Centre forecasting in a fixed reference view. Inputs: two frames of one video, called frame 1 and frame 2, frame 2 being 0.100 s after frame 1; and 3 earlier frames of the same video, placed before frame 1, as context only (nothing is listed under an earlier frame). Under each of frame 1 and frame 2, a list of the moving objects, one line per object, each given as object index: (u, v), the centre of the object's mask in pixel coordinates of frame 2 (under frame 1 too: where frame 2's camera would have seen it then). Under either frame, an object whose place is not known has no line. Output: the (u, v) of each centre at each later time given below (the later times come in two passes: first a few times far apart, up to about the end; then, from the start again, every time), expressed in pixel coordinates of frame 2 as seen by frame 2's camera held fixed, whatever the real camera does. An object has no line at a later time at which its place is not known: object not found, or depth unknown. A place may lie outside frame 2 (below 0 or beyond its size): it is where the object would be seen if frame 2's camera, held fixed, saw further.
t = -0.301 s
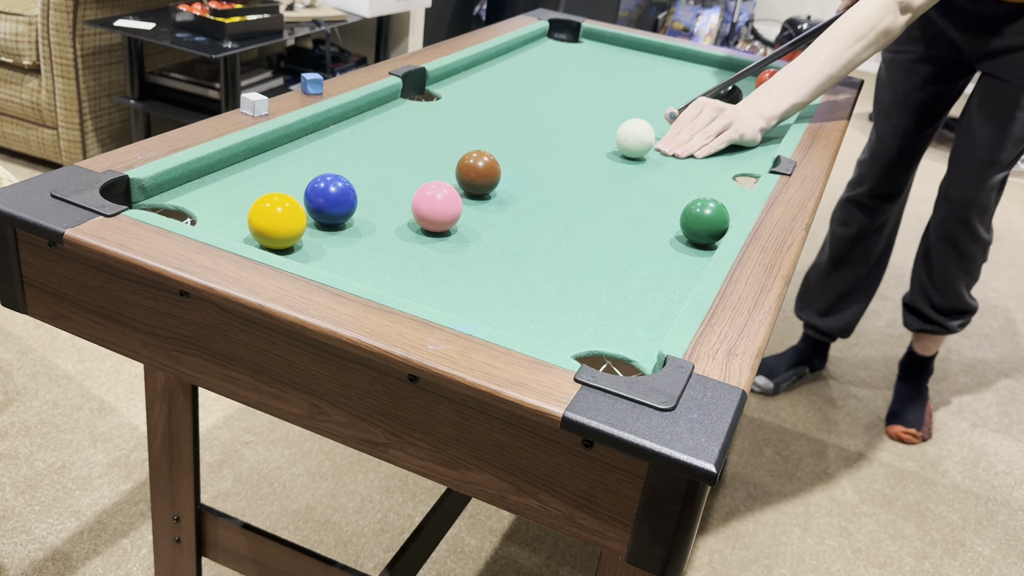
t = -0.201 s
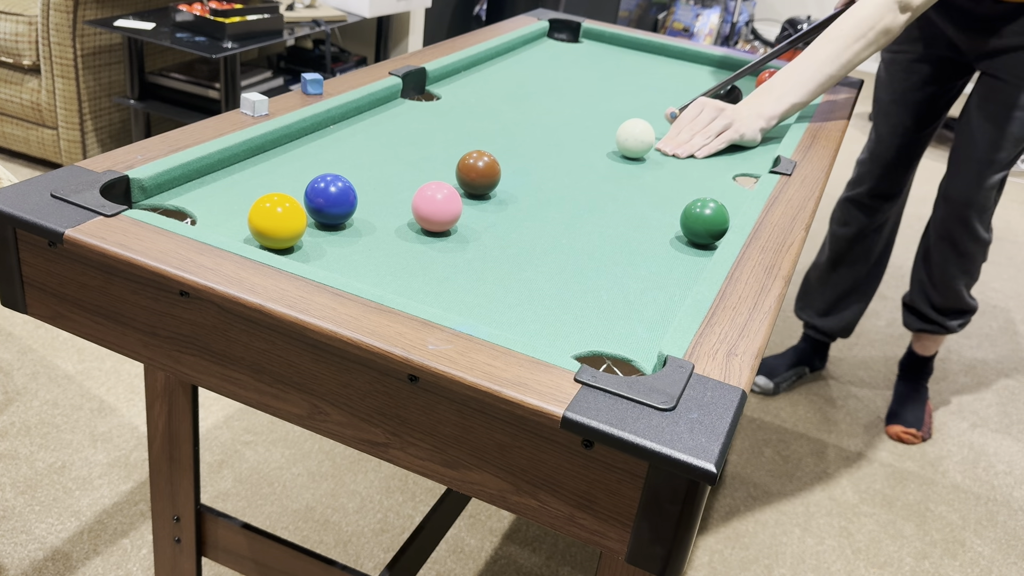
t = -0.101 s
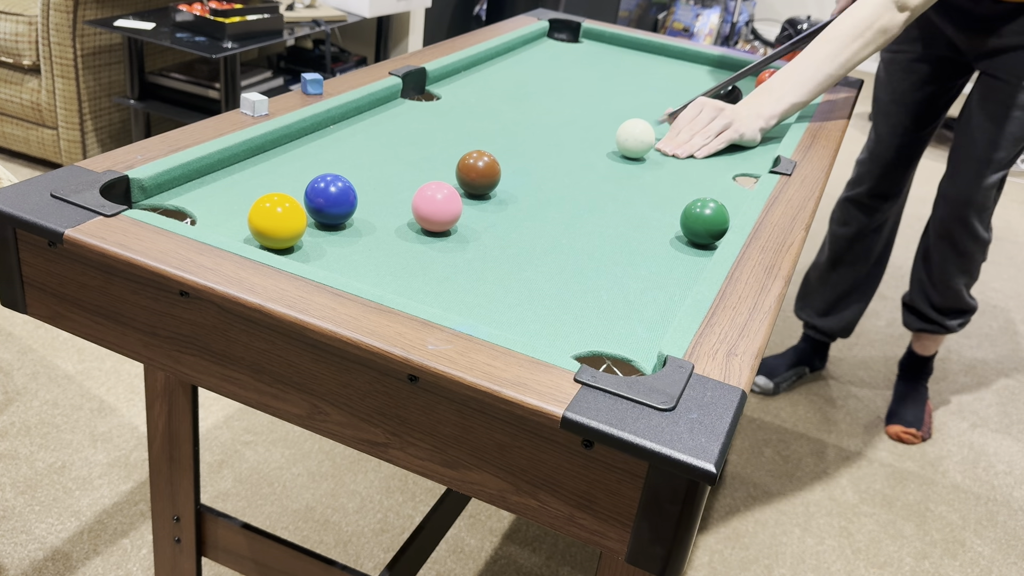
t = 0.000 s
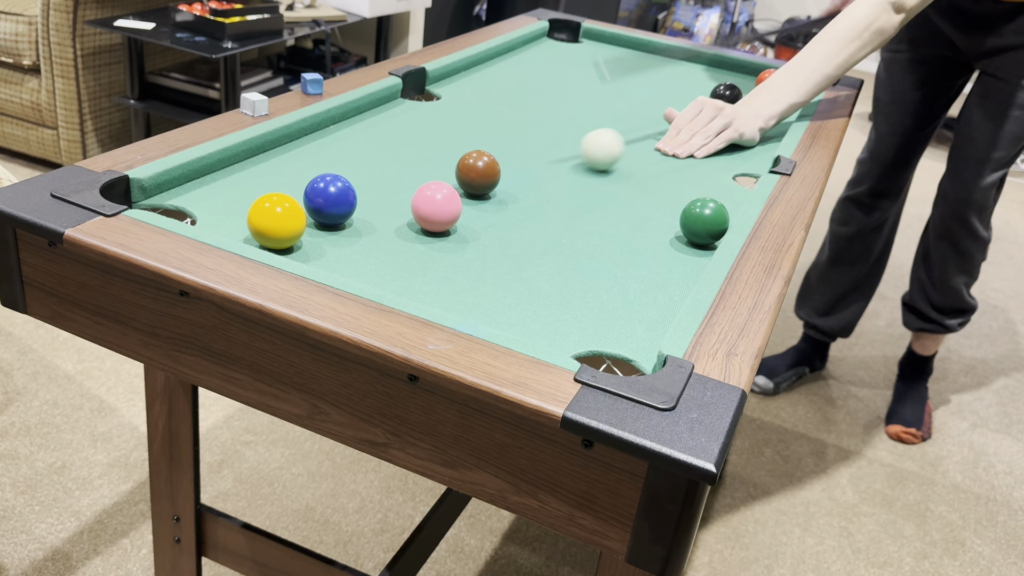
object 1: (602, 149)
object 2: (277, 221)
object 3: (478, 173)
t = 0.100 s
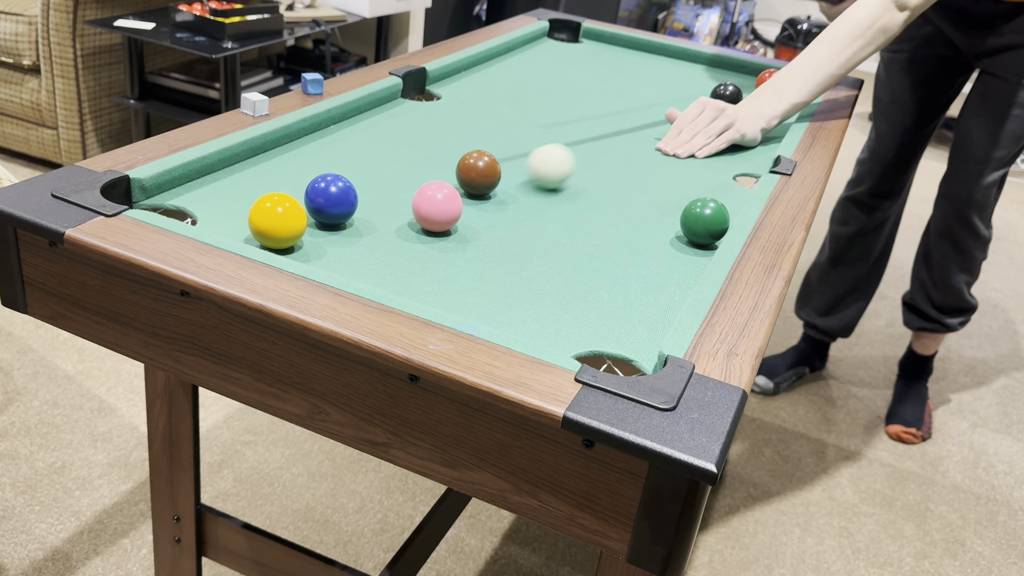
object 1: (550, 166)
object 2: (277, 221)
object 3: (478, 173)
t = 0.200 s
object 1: (526, 187)
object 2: (278, 221)
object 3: (446, 167)
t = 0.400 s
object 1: (508, 237)
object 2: (277, 221)
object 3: (350, 163)
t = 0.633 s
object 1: (486, 299)
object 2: (277, 221)
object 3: (237, 158)
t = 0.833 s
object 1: (537, 288)
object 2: (277, 221)
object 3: (232, 177)
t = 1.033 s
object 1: (578, 276)
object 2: (277, 221)
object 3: (232, 195)
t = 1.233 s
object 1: (614, 266)
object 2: (289, 226)
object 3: (228, 209)
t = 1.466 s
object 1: (651, 257)
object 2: (309, 235)
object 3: (221, 215)
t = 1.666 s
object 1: (679, 250)
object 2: (323, 240)
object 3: (234, 216)
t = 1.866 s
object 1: (686, 242)
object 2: (334, 244)
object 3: (243, 217)
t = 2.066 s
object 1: (684, 233)
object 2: (341, 246)
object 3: (250, 217)
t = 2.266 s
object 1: (680, 230)
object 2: (344, 246)
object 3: (254, 218)
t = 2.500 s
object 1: (679, 229)
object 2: (344, 246)
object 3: (255, 218)
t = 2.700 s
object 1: (679, 229)
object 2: (344, 246)
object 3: (254, 218)
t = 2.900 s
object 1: (679, 229)
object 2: (344, 246)
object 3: (254, 218)
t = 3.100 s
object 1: (679, 229)
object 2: (344, 246)
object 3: (254, 218)
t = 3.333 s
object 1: (679, 229)
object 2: (344, 246)
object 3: (254, 218)
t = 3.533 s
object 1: (679, 229)
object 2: (344, 246)
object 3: (255, 218)
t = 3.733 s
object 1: (679, 229)
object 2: (344, 246)
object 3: (254, 217)
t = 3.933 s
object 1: (679, 229)
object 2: (344, 246)
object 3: (254, 218)
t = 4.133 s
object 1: (679, 229)
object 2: (344, 246)
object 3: (254, 218)
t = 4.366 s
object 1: (679, 229)
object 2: (344, 246)
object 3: (254, 218)
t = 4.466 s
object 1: (679, 229)
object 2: (344, 246)
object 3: (254, 218)
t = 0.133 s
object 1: (532, 172)
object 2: (278, 221)
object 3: (478, 173)
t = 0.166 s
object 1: (525, 180)
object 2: (278, 221)
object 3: (466, 171)
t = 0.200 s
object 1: (526, 187)
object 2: (278, 221)
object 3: (446, 167)
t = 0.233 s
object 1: (524, 195)
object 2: (278, 221)
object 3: (428, 167)
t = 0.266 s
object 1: (521, 203)
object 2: (278, 221)
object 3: (413, 168)
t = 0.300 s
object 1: (518, 211)
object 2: (278, 221)
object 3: (397, 168)
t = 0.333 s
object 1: (514, 220)
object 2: (277, 221)
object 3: (381, 167)
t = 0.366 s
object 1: (511, 228)
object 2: (277, 221)
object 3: (365, 166)
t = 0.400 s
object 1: (508, 237)
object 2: (277, 221)
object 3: (350, 163)
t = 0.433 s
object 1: (504, 248)
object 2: (277, 221)
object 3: (333, 160)
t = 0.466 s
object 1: (500, 258)
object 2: (277, 221)
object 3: (315, 160)
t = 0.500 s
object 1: (496, 268)
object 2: (277, 221)
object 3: (300, 162)
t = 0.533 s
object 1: (491, 279)
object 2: (278, 221)
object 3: (284, 161)
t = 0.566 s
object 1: (487, 290)
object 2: (278, 221)
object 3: (268, 160)
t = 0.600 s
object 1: (484, 298)
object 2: (277, 221)
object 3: (252, 159)
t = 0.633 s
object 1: (486, 299)
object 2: (277, 221)
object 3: (237, 158)
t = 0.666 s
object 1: (495, 299)
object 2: (277, 221)
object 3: (232, 160)
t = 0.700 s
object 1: (504, 297)
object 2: (277, 221)
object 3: (233, 164)
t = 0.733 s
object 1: (512, 295)
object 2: (277, 221)
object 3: (233, 167)
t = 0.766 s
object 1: (521, 293)
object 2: (277, 221)
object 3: (232, 170)
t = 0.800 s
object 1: (529, 291)
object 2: (277, 221)
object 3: (232, 174)
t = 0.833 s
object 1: (537, 288)
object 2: (277, 221)
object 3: (232, 177)
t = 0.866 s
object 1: (544, 286)
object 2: (277, 221)
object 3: (232, 180)
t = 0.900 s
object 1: (551, 284)
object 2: (277, 221)
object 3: (232, 183)
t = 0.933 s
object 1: (558, 282)
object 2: (277, 221)
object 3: (232, 186)
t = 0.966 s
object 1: (565, 280)
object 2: (277, 221)
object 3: (232, 189)
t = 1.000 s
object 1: (572, 278)
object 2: (277, 221)
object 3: (232, 192)
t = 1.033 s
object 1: (578, 276)
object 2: (277, 221)
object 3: (232, 195)
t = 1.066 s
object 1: (585, 274)
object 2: (277, 221)
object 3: (232, 198)
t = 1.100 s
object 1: (591, 273)
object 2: (277, 221)
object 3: (232, 200)
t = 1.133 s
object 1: (597, 271)
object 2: (280, 222)
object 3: (231, 203)
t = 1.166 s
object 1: (603, 269)
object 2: (283, 223)
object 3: (231, 206)
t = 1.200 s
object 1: (608, 268)
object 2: (286, 225)
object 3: (229, 207)
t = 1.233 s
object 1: (614, 266)
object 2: (289, 226)
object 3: (228, 209)
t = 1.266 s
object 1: (620, 265)
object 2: (292, 227)
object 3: (226, 210)
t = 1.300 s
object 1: (625, 263)
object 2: (295, 229)
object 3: (225, 211)
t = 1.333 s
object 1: (630, 262)
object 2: (298, 230)
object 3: (224, 212)
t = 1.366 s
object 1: (636, 260)
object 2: (301, 231)
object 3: (223, 213)
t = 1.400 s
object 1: (641, 259)
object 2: (304, 232)
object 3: (221, 214)
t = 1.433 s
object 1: (646, 258)
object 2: (306, 233)
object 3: (220, 214)
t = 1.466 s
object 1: (651, 257)
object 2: (309, 235)
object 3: (221, 215)
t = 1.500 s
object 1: (656, 256)
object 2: (311, 236)
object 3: (224, 215)
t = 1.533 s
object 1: (661, 255)
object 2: (314, 237)
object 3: (226, 215)
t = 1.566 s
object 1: (665, 253)
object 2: (316, 238)
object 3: (228, 215)
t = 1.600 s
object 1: (670, 252)
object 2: (318, 238)
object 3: (230, 215)
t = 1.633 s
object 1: (675, 251)
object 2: (321, 239)
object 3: (232, 216)
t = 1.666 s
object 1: (679, 250)
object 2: (323, 240)
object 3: (234, 216)
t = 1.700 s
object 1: (684, 250)
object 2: (325, 241)
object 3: (236, 216)
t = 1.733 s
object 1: (688, 249)
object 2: (327, 242)
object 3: (237, 216)
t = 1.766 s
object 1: (688, 247)
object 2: (329, 242)
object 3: (239, 216)
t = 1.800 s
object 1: (687, 245)
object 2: (330, 243)
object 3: (240, 216)
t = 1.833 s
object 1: (687, 243)
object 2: (332, 244)
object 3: (242, 217)
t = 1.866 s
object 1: (686, 242)
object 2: (334, 244)
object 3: (243, 217)
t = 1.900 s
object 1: (685, 240)
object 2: (335, 244)
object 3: (244, 217)
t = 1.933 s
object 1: (685, 238)
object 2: (337, 245)
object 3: (246, 217)
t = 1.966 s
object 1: (685, 237)
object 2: (338, 245)
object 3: (247, 217)
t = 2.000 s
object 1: (684, 236)
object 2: (339, 246)
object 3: (248, 217)
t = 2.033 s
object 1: (684, 234)
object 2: (341, 246)
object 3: (249, 217)
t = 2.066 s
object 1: (684, 233)
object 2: (341, 246)
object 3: (250, 217)
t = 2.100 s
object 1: (683, 233)
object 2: (342, 246)
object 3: (251, 217)
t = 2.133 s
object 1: (682, 232)
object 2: (343, 246)
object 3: (252, 217)
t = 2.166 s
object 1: (681, 232)
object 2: (343, 246)
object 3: (253, 217)
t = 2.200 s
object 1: (681, 231)
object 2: (343, 246)
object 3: (253, 217)
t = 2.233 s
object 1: (680, 231)
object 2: (344, 246)
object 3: (254, 218)
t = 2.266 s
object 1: (680, 230)
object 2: (344, 246)
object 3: (254, 218)
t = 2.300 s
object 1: (679, 230)
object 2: (344, 246)
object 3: (255, 217)
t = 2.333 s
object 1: (679, 230)
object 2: (344, 246)
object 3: (255, 217)
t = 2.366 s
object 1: (679, 229)
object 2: (344, 246)
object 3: (255, 218)
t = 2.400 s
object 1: (679, 229)
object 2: (344, 246)
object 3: (255, 217)
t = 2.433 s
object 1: (679, 229)
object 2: (344, 246)
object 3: (255, 217)
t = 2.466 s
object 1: (679, 229)
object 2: (344, 246)
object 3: (255, 218)
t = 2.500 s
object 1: (679, 229)
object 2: (344, 246)
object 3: (255, 218)
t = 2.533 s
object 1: (679, 229)
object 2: (344, 246)
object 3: (255, 217)
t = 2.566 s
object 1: (679, 229)
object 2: (344, 246)
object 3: (255, 217)
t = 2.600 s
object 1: (679, 229)
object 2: (344, 246)
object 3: (255, 218)
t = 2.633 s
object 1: (679, 229)
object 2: (344, 246)
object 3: (254, 217)
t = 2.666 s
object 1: (679, 229)
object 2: (344, 246)
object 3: (254, 217)
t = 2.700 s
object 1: (679, 229)
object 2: (344, 246)
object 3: (254, 218)
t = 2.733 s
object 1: (679, 229)
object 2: (344, 246)
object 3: (254, 218)
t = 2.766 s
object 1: (679, 229)
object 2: (344, 246)
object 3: (254, 218)
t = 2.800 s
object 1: (679, 229)
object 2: (344, 246)
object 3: (254, 218)
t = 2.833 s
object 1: (679, 229)
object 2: (344, 246)
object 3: (254, 218)
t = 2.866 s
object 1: (679, 229)
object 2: (344, 246)
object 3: (255, 218)
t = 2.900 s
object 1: (679, 229)
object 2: (344, 246)
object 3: (254, 218)
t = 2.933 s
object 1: (679, 229)
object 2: (344, 246)
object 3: (254, 218)
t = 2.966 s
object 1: (679, 229)
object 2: (344, 246)
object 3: (254, 217)
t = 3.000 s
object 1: (679, 229)
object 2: (344, 246)
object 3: (254, 218)
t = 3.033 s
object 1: (679, 229)
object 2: (344, 246)
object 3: (254, 218)
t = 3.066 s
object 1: (679, 229)
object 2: (344, 246)
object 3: (254, 218)
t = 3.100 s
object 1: (679, 229)
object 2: (344, 246)
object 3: (254, 218)
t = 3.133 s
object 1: (679, 229)
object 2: (344, 246)
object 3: (254, 218)
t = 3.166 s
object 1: (679, 229)
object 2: (344, 246)
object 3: (254, 218)
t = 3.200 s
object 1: (679, 229)
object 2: (344, 246)
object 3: (254, 218)
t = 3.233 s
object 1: (679, 229)
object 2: (344, 246)
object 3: (254, 218)
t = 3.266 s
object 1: (679, 229)
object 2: (344, 246)
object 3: (254, 217)
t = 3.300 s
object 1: (679, 229)
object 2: (344, 246)
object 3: (254, 218)
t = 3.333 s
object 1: (679, 229)
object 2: (344, 246)
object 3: (254, 218)
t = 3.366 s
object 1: (679, 229)
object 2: (344, 246)
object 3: (254, 218)
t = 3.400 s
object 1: (679, 229)
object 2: (344, 246)
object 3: (254, 218)
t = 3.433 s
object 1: (679, 229)
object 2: (344, 246)
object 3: (255, 218)
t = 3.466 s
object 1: (679, 229)
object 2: (344, 246)
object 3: (255, 218)
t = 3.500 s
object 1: (679, 229)
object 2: (344, 246)
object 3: (254, 218)
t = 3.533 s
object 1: (679, 229)
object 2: (344, 246)
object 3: (255, 218)
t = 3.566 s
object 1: (679, 229)
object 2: (344, 246)
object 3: (254, 218)
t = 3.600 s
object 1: (679, 229)
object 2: (344, 246)
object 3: (254, 218)
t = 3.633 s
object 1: (679, 229)
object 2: (344, 246)
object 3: (255, 217)
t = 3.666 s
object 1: (679, 229)
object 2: (344, 246)
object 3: (254, 218)
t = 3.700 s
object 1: (679, 229)
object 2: (344, 246)
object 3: (255, 217)
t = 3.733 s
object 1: (679, 229)
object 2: (344, 246)
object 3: (254, 217)
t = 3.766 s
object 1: (679, 229)
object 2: (344, 246)
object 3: (254, 218)
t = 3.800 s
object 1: (679, 229)
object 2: (344, 246)
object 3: (254, 218)
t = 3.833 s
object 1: (679, 229)
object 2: (344, 246)
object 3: (254, 217)
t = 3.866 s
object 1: (679, 229)
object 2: (344, 246)
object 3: (254, 218)
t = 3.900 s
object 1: (679, 229)
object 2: (344, 246)
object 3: (254, 217)
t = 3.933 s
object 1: (679, 229)
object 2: (344, 246)
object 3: (254, 218)
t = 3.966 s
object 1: (679, 229)
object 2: (344, 246)
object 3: (254, 218)
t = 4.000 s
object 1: (679, 229)
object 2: (344, 246)
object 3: (254, 218)
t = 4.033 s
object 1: (679, 229)
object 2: (344, 246)
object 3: (254, 217)
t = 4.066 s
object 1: (679, 229)
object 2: (344, 246)
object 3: (254, 218)
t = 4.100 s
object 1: (679, 229)
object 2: (344, 246)
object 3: (254, 218)
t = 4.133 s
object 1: (679, 229)
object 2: (344, 246)
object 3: (254, 218)
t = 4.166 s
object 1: (679, 229)
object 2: (344, 246)
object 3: (254, 218)
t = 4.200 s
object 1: (679, 229)
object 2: (344, 246)
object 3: (254, 218)
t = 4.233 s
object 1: (679, 229)
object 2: (344, 246)
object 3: (254, 218)
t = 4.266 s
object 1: (679, 229)
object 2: (344, 246)
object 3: (254, 218)
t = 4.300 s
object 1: (679, 229)
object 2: (344, 246)
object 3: (254, 217)
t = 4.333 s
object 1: (679, 229)
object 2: (344, 246)
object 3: (254, 218)
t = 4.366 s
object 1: (679, 229)
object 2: (344, 246)
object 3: (254, 218)
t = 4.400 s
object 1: (679, 229)
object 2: (344, 246)
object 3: (254, 217)
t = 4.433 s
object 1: (679, 229)
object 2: (344, 246)
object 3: (255, 217)
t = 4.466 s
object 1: (679, 229)
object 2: (344, 246)
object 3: (254, 218)
